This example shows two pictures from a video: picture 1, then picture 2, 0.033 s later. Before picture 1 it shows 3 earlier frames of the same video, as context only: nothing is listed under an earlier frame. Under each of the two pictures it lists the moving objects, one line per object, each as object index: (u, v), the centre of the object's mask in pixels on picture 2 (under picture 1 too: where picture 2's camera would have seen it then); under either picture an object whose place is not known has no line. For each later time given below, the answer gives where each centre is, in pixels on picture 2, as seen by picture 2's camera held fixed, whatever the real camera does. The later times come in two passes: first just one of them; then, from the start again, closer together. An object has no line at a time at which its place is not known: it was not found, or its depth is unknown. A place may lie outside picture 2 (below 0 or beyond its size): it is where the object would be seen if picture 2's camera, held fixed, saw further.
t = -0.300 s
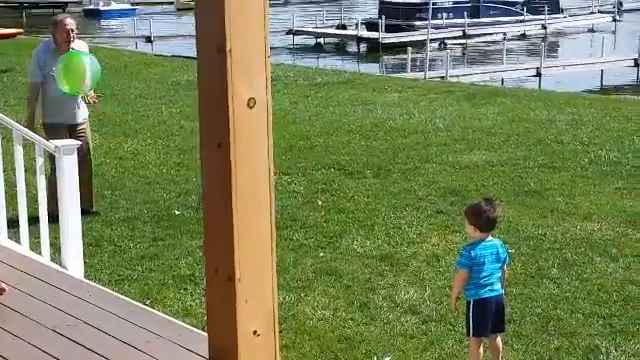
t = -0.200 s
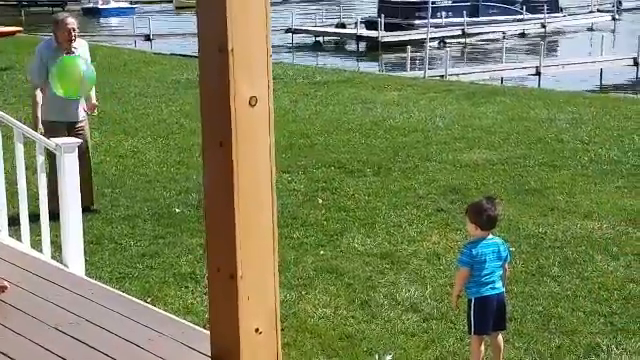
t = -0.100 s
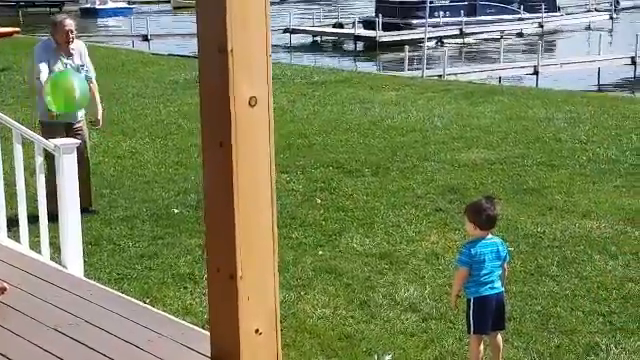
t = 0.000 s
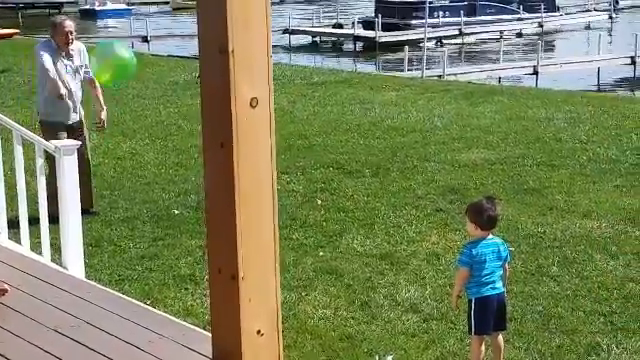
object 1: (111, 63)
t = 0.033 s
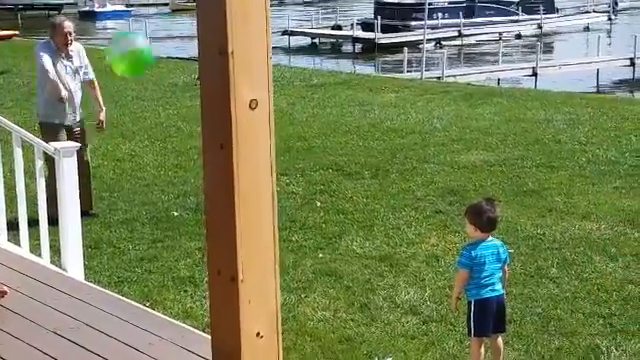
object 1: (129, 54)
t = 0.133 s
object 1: (182, 29)
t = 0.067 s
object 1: (148, 43)
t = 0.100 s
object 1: (167, 36)
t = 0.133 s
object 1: (182, 29)
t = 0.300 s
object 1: (286, 12)
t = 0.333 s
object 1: (297, 11)
